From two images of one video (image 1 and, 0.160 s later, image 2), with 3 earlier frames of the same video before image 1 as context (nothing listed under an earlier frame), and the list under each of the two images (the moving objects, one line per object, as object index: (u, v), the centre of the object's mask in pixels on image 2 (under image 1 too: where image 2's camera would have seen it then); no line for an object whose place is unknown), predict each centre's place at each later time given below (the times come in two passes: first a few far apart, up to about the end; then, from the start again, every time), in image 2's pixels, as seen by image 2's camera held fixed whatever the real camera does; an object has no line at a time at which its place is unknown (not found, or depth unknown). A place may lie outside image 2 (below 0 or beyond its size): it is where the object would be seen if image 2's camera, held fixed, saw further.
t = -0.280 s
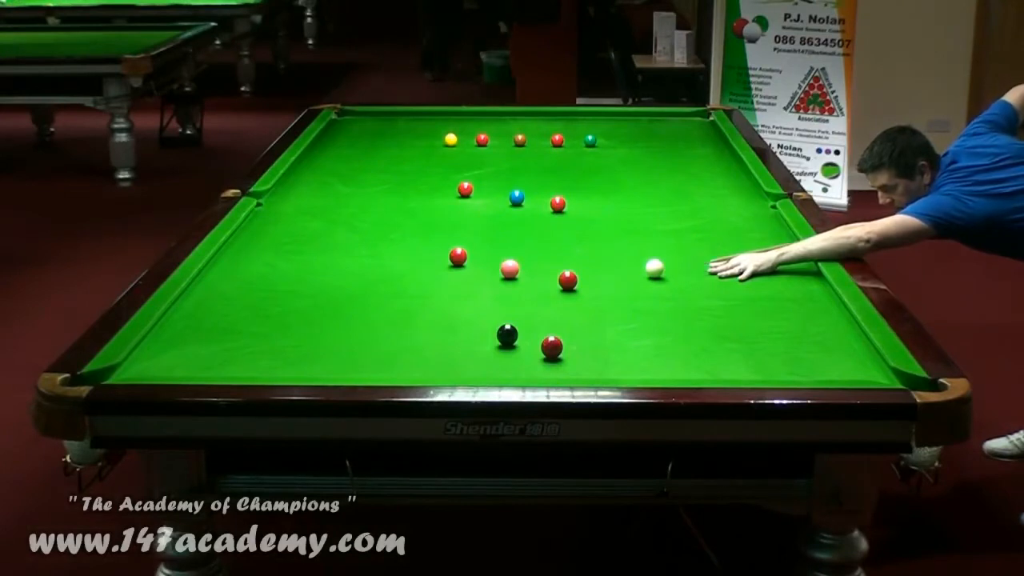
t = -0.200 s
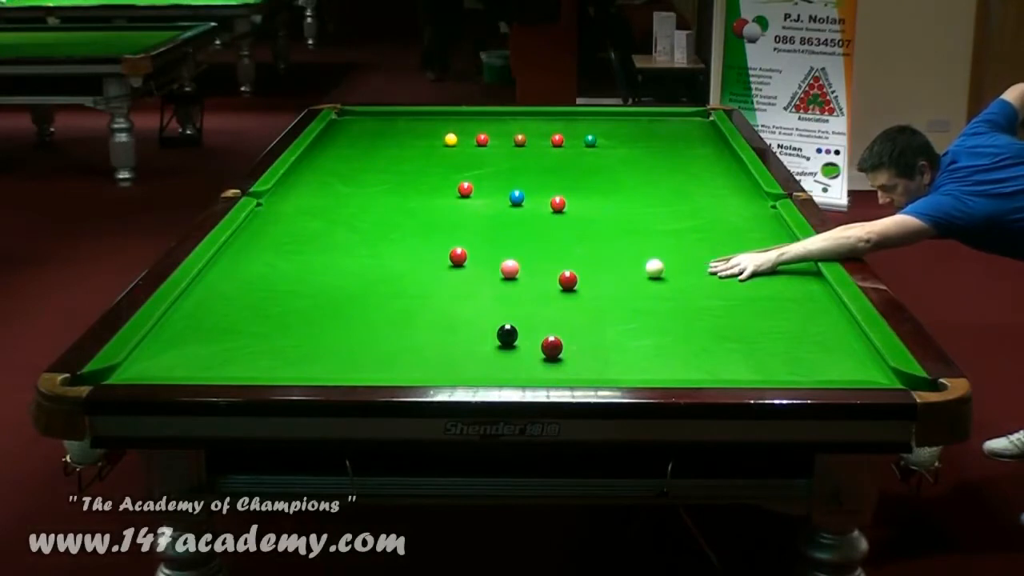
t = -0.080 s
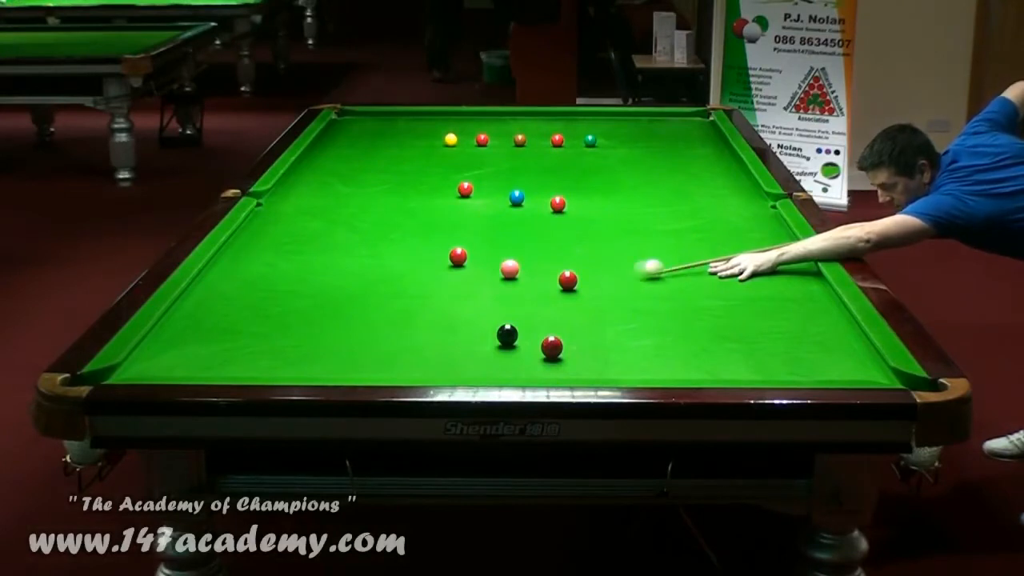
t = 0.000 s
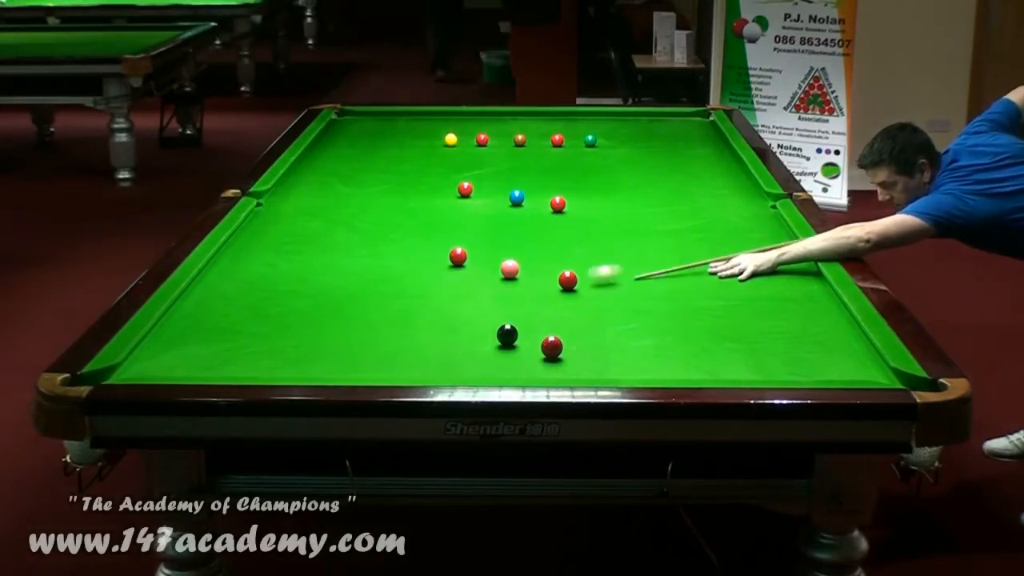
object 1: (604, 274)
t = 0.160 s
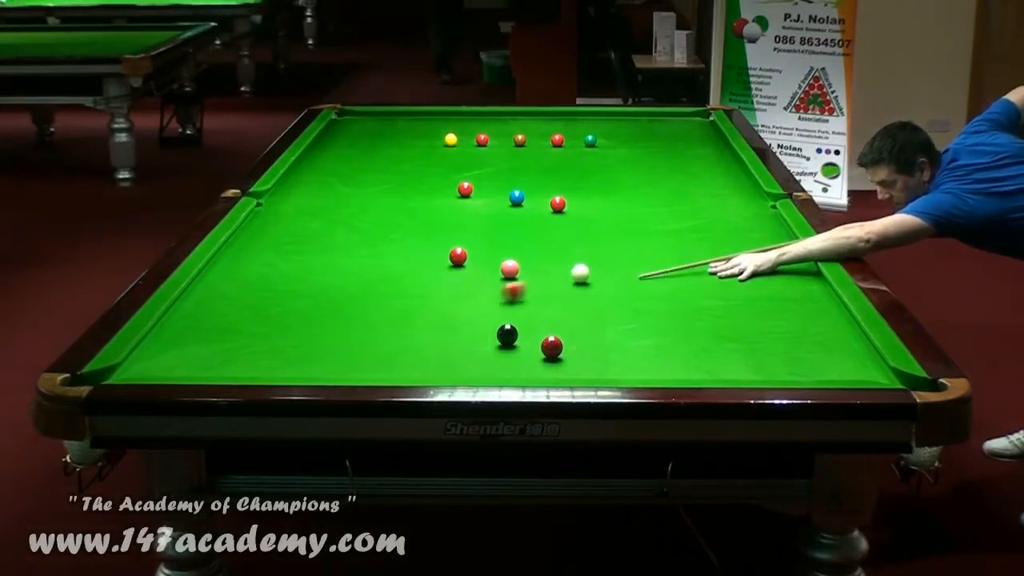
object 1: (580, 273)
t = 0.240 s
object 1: (583, 271)
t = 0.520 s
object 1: (593, 263)
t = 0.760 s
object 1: (601, 257)
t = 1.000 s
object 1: (606, 251)
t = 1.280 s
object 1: (612, 245)
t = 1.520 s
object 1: (616, 241)
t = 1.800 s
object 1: (619, 237)
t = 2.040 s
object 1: (621, 234)
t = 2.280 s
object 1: (622, 231)
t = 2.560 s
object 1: (624, 229)
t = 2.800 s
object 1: (625, 227)
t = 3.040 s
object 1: (626, 226)
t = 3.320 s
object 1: (627, 225)
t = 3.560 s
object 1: (627, 225)
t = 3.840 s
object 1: (627, 225)
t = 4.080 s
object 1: (627, 225)
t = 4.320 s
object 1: (627, 225)
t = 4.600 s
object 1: (627, 225)
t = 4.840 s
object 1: (627, 225)
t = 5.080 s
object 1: (627, 225)
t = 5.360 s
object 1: (627, 225)
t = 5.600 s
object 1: (627, 225)
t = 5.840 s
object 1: (627, 225)
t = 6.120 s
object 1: (627, 225)
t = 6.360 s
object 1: (627, 225)
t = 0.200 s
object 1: (582, 272)
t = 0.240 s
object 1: (583, 271)
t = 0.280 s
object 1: (585, 269)
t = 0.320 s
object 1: (586, 268)
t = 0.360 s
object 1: (588, 267)
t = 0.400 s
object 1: (589, 266)
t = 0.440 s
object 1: (591, 265)
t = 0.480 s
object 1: (592, 264)
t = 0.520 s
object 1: (593, 263)
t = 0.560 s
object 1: (595, 262)
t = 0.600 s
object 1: (596, 261)
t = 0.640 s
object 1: (597, 260)
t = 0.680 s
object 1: (598, 259)
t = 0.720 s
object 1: (599, 258)
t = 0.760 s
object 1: (601, 257)
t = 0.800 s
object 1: (602, 256)
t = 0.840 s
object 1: (603, 255)
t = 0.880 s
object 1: (604, 254)
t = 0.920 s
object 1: (605, 253)
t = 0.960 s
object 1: (606, 252)
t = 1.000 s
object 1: (606, 251)
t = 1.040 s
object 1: (607, 250)
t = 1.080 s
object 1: (608, 249)
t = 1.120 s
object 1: (609, 249)
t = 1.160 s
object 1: (610, 248)
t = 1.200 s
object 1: (611, 247)
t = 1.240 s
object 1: (611, 246)
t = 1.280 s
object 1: (612, 245)
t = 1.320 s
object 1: (613, 245)
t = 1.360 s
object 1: (613, 244)
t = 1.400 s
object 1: (614, 243)
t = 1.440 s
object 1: (615, 243)
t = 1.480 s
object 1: (615, 242)
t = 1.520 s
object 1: (616, 241)
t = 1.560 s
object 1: (616, 241)
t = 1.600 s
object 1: (617, 240)
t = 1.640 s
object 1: (617, 239)
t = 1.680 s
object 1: (618, 239)
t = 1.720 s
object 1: (618, 238)
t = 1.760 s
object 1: (618, 238)
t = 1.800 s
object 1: (619, 237)
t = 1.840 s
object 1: (619, 237)
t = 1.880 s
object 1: (620, 236)
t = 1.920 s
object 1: (620, 235)
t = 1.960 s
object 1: (620, 235)
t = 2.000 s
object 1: (620, 234)
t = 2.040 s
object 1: (621, 234)
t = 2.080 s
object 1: (621, 233)
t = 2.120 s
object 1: (621, 233)
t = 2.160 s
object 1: (622, 233)
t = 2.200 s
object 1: (622, 232)
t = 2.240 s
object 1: (622, 232)
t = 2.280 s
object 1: (622, 231)
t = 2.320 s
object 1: (623, 231)
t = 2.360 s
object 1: (623, 231)
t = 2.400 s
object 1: (623, 230)
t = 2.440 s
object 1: (623, 230)
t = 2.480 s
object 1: (624, 230)
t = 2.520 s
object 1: (624, 229)
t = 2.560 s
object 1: (624, 229)
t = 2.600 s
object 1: (624, 228)
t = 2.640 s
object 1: (625, 228)
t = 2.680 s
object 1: (625, 228)
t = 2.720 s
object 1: (625, 228)
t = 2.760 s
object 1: (625, 227)
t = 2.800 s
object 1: (625, 227)
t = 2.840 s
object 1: (625, 227)
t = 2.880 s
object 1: (625, 227)
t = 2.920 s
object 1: (626, 226)
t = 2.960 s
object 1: (626, 226)
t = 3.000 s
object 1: (626, 226)
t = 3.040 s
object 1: (626, 226)
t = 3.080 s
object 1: (626, 226)
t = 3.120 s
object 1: (626, 226)
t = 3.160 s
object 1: (626, 225)
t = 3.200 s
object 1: (627, 225)
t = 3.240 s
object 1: (627, 225)
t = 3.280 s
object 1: (627, 225)
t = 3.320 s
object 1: (627, 225)
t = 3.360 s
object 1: (627, 225)
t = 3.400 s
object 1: (627, 225)
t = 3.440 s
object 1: (627, 225)
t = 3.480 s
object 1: (627, 225)
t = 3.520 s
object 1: (627, 225)
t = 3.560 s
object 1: (627, 225)
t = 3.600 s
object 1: (627, 225)
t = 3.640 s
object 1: (627, 225)
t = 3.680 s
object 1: (627, 225)
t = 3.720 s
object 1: (627, 225)
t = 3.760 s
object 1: (627, 225)
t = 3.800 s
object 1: (627, 225)
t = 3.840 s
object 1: (627, 225)
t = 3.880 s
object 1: (627, 225)
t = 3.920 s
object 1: (627, 225)
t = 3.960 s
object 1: (627, 225)
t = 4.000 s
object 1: (627, 225)
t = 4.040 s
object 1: (627, 225)
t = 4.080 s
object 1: (627, 225)
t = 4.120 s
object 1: (627, 225)
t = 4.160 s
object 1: (627, 225)
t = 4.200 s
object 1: (627, 225)
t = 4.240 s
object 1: (627, 225)
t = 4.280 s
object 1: (627, 225)
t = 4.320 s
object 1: (627, 225)
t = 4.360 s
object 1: (627, 225)
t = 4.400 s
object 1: (627, 225)
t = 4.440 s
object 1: (627, 225)
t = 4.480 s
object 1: (627, 225)
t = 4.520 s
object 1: (627, 225)
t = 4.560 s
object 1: (627, 225)
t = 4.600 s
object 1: (627, 225)
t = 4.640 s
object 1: (627, 225)
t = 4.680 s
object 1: (627, 225)
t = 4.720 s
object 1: (627, 225)
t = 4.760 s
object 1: (627, 225)
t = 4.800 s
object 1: (627, 225)
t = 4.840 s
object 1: (627, 225)
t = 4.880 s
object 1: (627, 225)
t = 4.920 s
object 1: (627, 225)
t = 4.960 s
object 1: (627, 225)
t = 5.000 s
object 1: (627, 225)
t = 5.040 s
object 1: (627, 225)
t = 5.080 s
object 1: (627, 225)
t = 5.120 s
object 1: (627, 225)
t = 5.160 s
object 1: (627, 225)
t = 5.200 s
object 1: (627, 225)
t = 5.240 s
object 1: (627, 225)
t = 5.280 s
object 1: (627, 225)
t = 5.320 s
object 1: (627, 225)
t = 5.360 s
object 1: (627, 225)
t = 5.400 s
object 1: (627, 225)
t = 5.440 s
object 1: (627, 225)
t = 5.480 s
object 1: (627, 225)
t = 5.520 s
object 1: (627, 225)
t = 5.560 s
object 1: (627, 225)
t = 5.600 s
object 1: (627, 225)
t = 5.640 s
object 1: (627, 225)
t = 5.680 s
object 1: (627, 225)
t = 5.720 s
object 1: (627, 225)
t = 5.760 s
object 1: (627, 225)
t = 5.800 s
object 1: (627, 225)
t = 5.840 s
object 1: (627, 225)
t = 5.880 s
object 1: (627, 225)
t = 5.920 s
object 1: (627, 225)
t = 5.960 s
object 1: (627, 225)
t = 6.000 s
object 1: (627, 225)
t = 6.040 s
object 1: (627, 225)
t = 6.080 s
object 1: (627, 225)
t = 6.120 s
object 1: (627, 225)
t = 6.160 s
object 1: (627, 225)
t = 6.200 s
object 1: (627, 225)
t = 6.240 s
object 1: (627, 225)
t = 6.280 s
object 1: (627, 225)
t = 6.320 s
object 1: (627, 225)
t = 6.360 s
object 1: (627, 225)
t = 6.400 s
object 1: (627, 225)
